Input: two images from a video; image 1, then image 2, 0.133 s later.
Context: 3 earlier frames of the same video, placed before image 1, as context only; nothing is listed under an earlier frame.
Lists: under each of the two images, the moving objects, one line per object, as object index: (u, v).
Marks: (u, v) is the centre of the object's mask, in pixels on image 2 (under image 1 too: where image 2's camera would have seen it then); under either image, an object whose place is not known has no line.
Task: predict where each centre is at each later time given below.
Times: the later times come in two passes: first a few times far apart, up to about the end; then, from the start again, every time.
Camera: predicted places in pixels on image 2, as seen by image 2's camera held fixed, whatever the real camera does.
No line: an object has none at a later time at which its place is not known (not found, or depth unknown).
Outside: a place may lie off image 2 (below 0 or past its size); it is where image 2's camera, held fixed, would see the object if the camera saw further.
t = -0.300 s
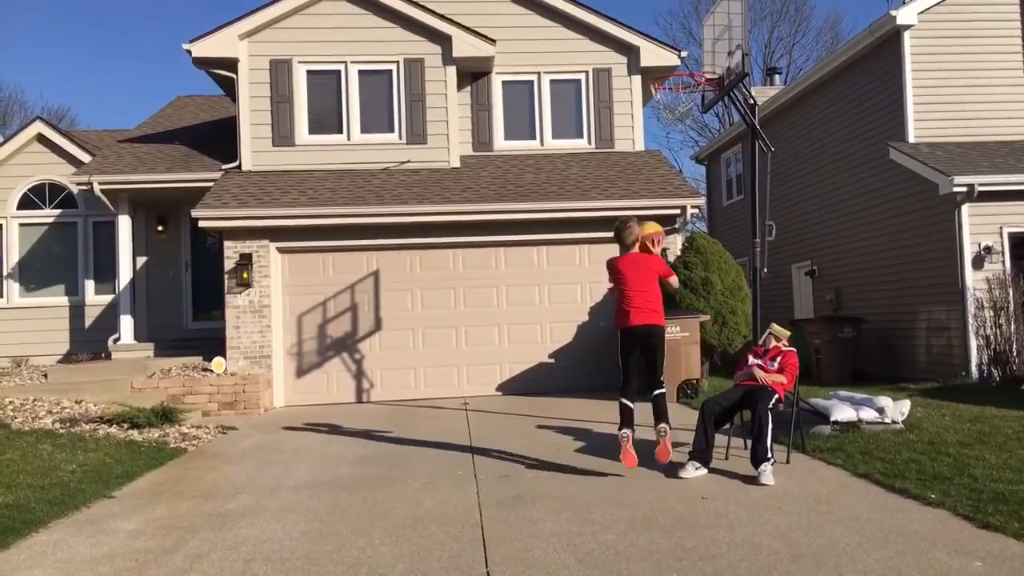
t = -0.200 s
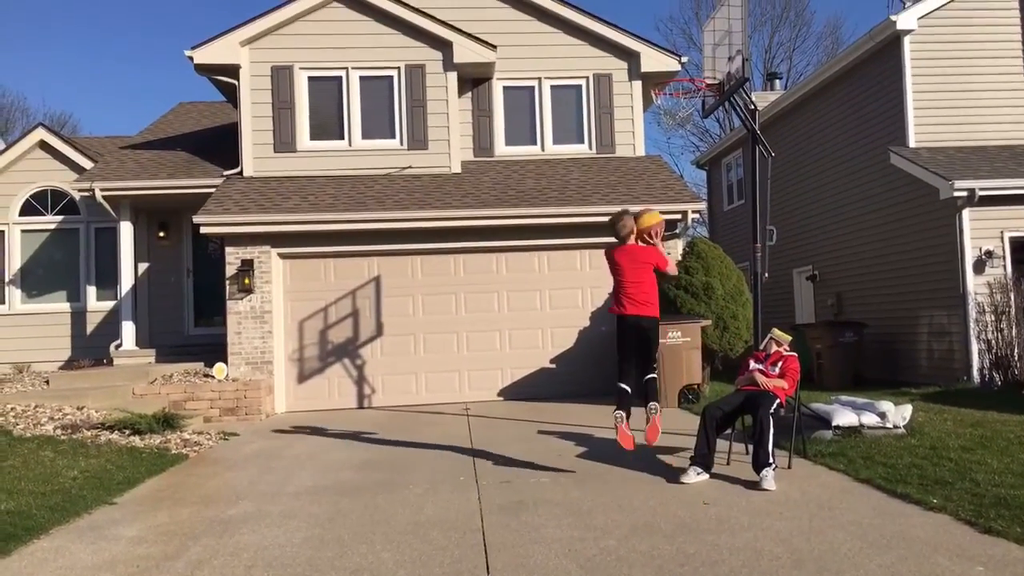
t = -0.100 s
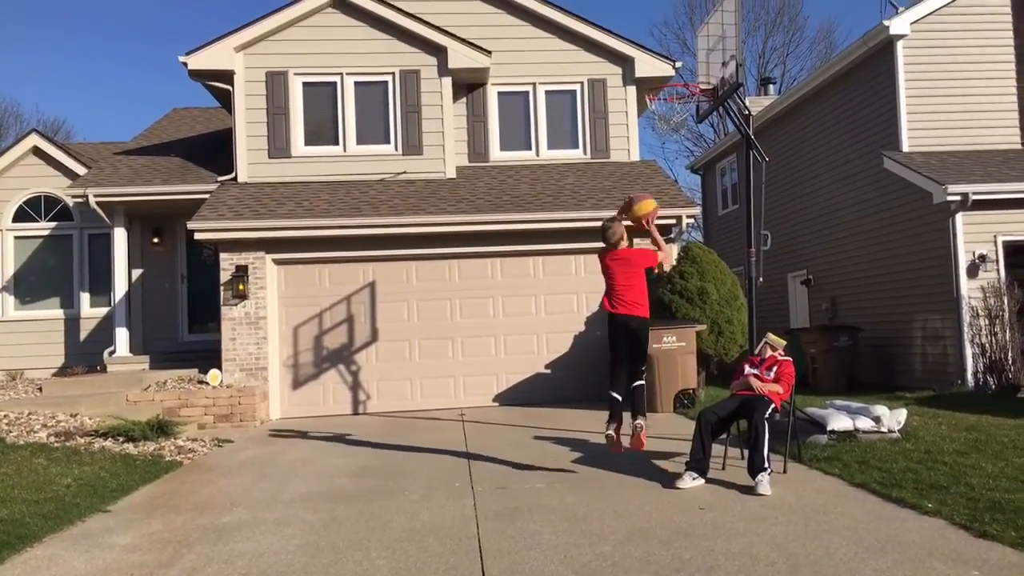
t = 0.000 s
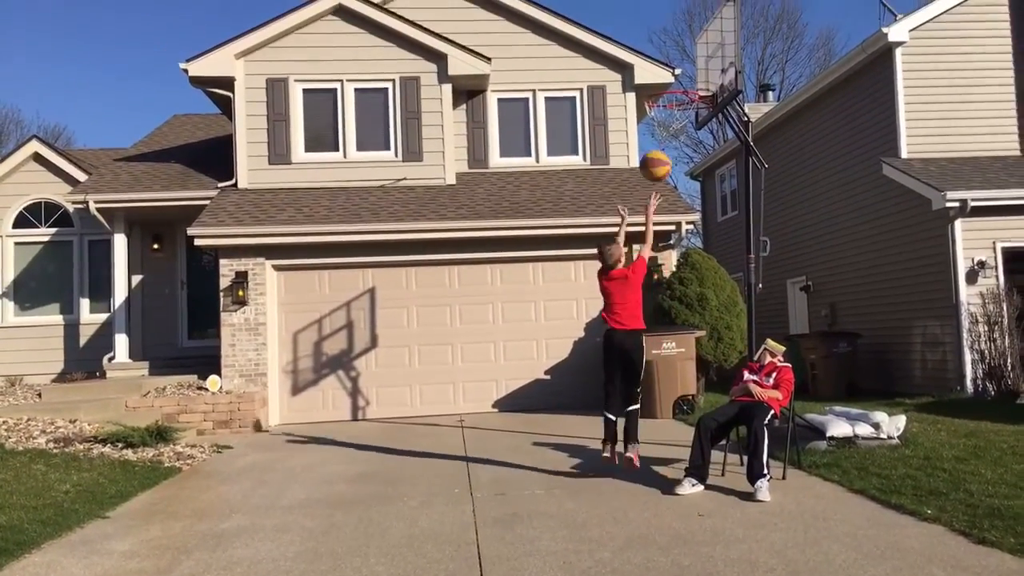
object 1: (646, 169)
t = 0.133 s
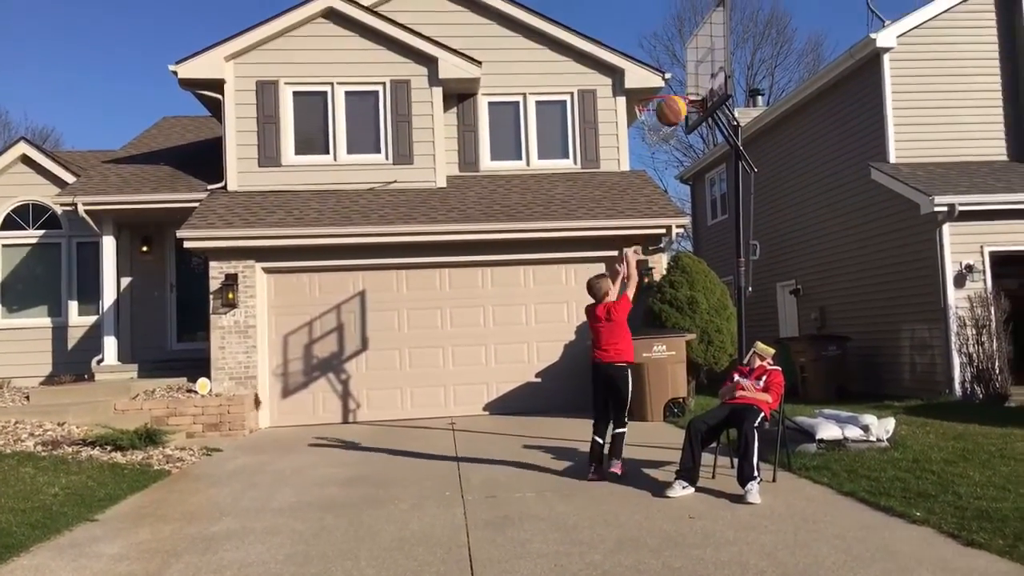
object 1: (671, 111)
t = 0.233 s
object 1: (690, 84)
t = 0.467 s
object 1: (683, 72)
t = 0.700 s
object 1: (661, 88)
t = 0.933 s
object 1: (653, 139)
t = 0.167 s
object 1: (677, 100)
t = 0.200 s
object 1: (684, 92)
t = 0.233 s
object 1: (690, 84)
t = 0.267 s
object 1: (697, 78)
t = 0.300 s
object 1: (702, 73)
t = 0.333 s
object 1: (706, 70)
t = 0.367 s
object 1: (700, 69)
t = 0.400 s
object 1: (694, 69)
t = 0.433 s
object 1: (689, 70)
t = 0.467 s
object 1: (683, 72)
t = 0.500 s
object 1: (678, 75)
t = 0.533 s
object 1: (672, 80)
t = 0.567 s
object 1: (668, 82)
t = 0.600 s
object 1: (666, 83)
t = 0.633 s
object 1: (664, 84)
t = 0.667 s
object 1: (663, 86)
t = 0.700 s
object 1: (661, 88)
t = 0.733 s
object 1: (661, 92)
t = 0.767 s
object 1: (656, 103)
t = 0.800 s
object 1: (654, 111)
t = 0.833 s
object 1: (652, 118)
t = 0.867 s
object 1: (652, 129)
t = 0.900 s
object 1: (652, 135)
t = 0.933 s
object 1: (653, 139)
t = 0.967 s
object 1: (654, 143)
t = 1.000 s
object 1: (656, 145)
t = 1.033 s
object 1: (658, 152)
